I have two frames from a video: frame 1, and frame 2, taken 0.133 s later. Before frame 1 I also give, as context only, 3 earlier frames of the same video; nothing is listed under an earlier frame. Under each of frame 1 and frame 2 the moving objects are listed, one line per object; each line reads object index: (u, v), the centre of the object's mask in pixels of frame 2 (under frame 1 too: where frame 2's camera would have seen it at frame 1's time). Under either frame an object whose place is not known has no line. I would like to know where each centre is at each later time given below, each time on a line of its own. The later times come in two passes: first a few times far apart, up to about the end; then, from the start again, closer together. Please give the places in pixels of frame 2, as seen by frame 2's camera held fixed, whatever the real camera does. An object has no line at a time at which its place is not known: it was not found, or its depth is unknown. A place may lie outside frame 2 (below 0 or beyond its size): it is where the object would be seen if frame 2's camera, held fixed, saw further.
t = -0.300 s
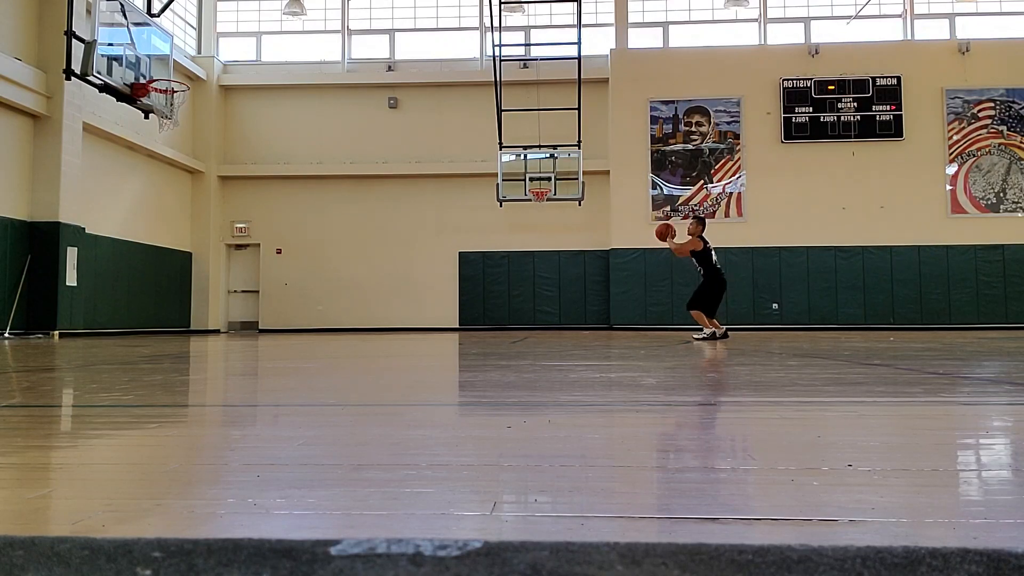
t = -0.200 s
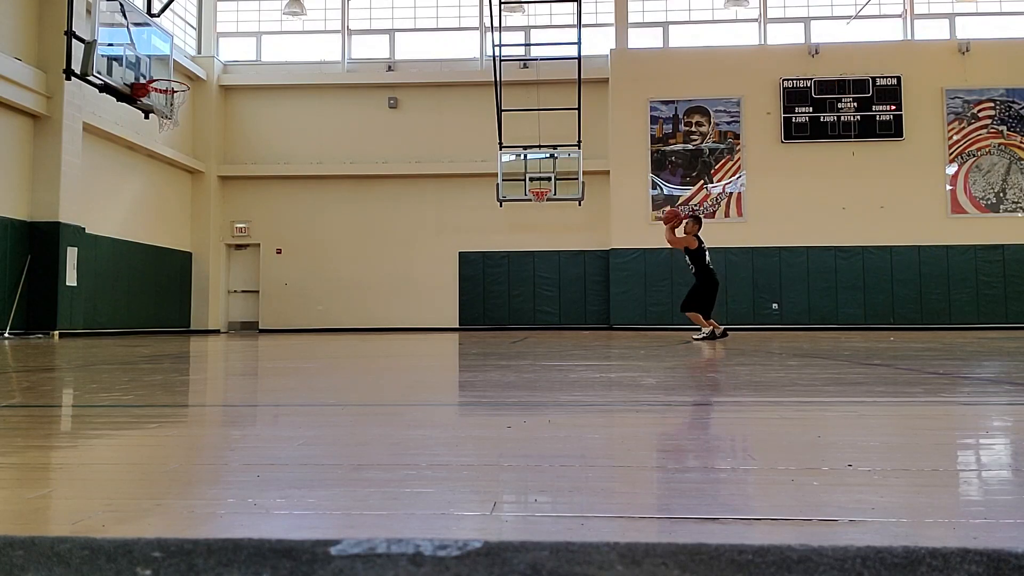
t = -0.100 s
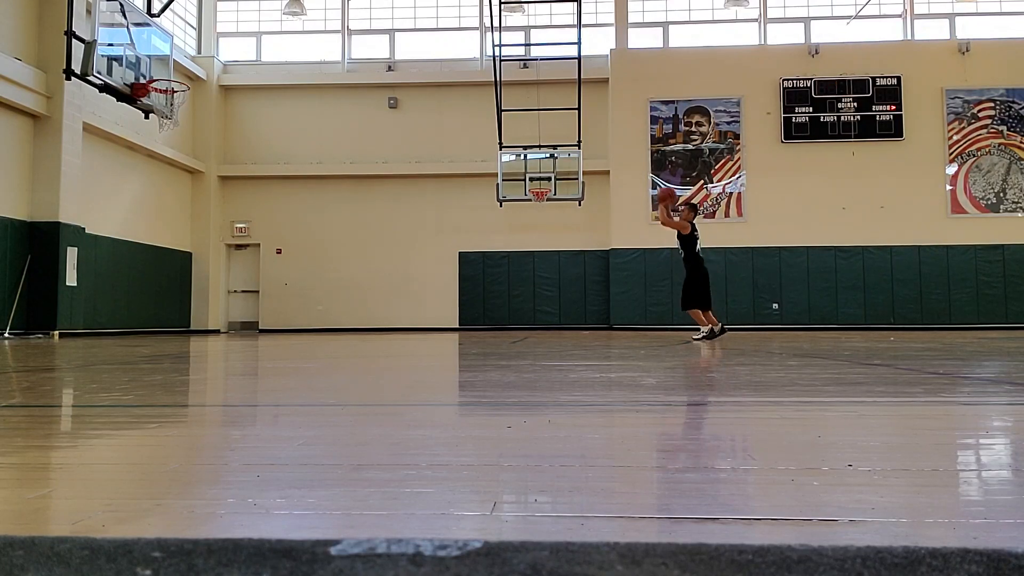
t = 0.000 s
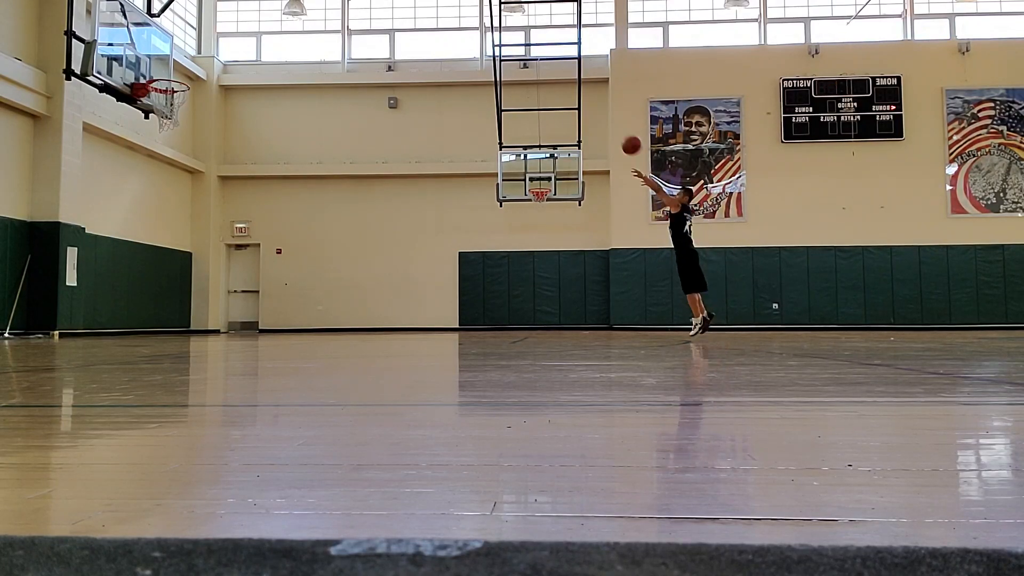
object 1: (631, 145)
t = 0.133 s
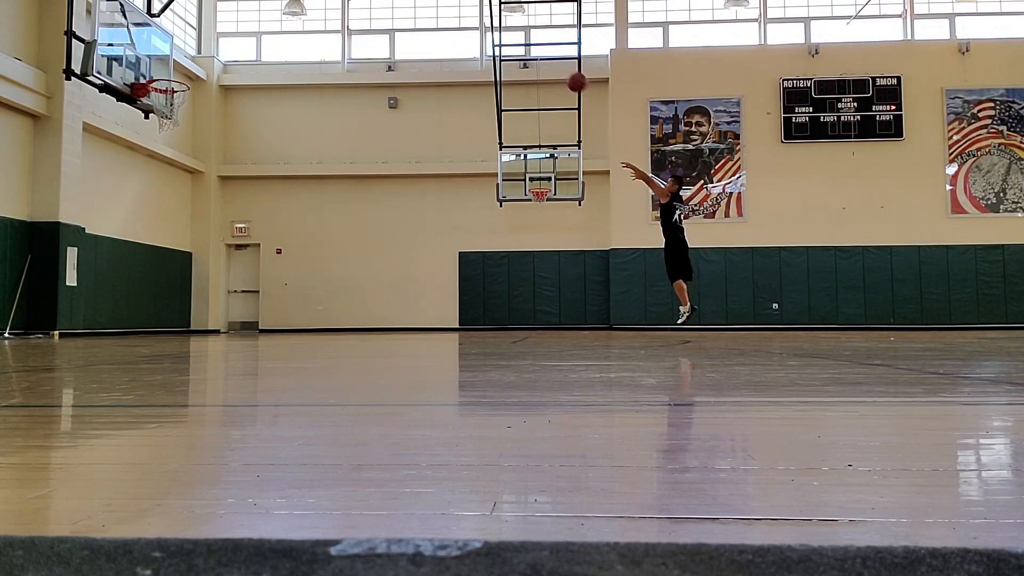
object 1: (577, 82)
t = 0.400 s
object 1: (471, 3)
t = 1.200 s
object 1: (163, 83)
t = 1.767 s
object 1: (188, 326)
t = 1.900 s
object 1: (216, 265)
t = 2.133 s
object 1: (264, 194)
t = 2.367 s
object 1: (310, 168)
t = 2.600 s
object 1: (354, 185)
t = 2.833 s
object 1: (397, 246)
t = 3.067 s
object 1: (437, 318)
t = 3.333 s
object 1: (475, 245)
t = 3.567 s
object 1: (509, 227)
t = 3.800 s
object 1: (542, 251)
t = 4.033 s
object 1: (576, 319)
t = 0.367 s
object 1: (484, 7)
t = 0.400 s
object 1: (471, 3)
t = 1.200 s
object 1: (163, 83)
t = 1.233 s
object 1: (157, 96)
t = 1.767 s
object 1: (188, 326)
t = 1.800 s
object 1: (195, 309)
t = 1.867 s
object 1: (210, 279)
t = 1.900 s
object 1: (216, 265)
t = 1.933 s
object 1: (223, 252)
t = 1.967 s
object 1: (230, 240)
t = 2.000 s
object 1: (237, 229)
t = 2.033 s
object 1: (244, 219)
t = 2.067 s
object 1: (251, 210)
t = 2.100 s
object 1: (257, 201)
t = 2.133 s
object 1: (264, 194)
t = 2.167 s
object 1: (271, 187)
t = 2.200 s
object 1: (277, 182)
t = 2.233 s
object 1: (284, 177)
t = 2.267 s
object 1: (290, 174)
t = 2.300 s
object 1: (297, 171)
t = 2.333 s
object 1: (303, 169)
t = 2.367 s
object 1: (310, 168)
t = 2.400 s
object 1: (316, 167)
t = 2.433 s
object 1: (323, 168)
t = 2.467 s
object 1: (329, 170)
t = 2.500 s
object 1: (335, 172)
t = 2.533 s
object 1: (341, 176)
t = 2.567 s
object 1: (348, 180)
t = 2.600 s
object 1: (354, 185)
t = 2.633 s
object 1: (360, 191)
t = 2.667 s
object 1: (367, 198)
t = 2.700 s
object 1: (373, 206)
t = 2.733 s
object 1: (379, 214)
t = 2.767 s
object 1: (385, 224)
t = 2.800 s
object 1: (391, 235)
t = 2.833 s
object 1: (397, 246)
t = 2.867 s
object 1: (403, 258)
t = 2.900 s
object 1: (409, 271)
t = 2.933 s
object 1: (415, 285)
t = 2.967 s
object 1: (421, 300)
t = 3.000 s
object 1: (427, 316)
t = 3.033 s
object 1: (432, 331)
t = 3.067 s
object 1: (437, 318)
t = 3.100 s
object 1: (442, 306)
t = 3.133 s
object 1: (447, 294)
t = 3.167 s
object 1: (452, 284)
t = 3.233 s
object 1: (461, 266)
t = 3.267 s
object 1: (466, 258)
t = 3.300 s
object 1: (471, 251)
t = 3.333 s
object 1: (475, 245)
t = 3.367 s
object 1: (480, 240)
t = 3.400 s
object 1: (485, 235)
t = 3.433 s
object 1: (490, 232)
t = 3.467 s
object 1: (495, 229)
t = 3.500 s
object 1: (499, 227)
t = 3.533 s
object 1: (504, 227)
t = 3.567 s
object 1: (509, 227)
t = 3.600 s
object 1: (514, 228)
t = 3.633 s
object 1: (519, 229)
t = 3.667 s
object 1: (523, 232)
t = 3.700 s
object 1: (528, 235)
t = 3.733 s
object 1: (533, 240)
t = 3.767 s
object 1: (537, 245)
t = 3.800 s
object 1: (542, 251)
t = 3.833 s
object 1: (547, 258)
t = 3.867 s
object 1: (552, 266)
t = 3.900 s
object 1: (557, 274)
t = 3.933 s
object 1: (562, 285)
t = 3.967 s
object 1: (567, 295)
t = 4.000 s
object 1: (571, 307)
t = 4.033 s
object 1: (576, 319)
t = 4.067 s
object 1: (581, 329)
